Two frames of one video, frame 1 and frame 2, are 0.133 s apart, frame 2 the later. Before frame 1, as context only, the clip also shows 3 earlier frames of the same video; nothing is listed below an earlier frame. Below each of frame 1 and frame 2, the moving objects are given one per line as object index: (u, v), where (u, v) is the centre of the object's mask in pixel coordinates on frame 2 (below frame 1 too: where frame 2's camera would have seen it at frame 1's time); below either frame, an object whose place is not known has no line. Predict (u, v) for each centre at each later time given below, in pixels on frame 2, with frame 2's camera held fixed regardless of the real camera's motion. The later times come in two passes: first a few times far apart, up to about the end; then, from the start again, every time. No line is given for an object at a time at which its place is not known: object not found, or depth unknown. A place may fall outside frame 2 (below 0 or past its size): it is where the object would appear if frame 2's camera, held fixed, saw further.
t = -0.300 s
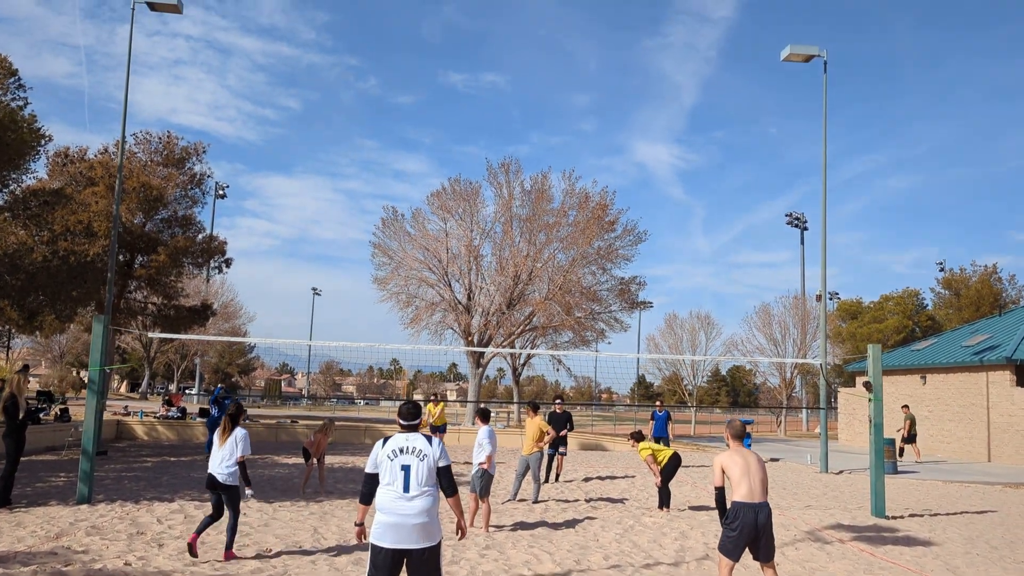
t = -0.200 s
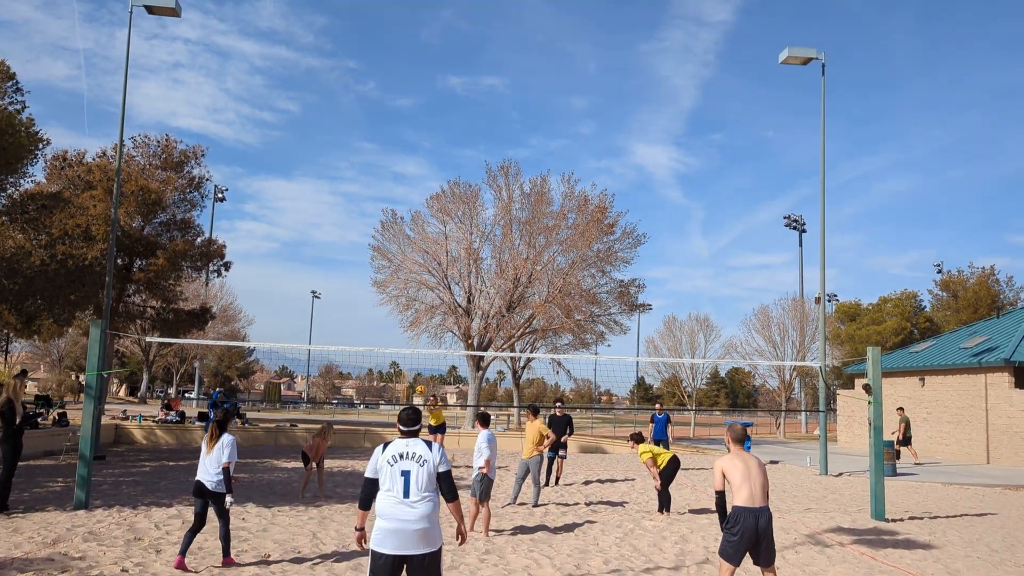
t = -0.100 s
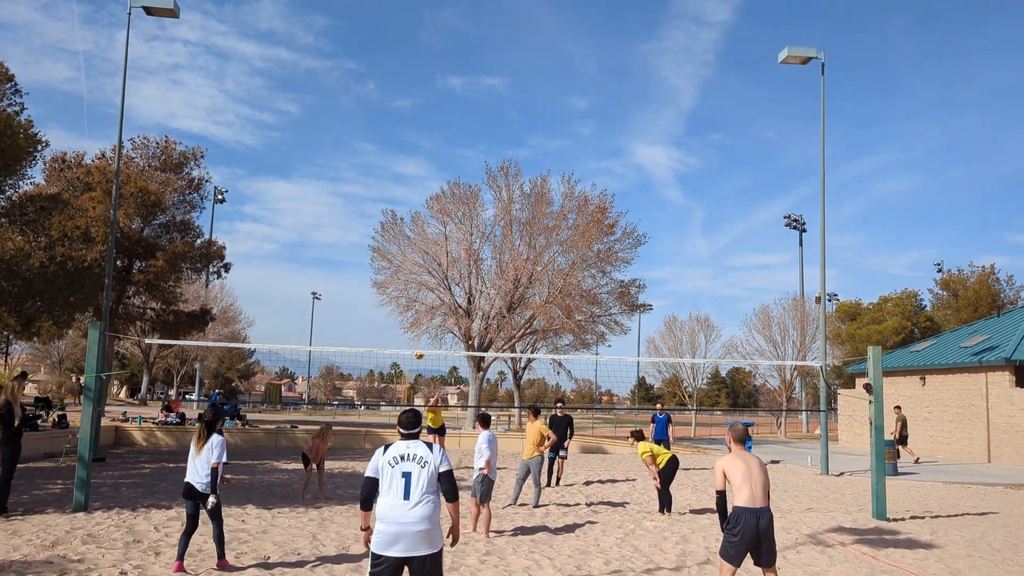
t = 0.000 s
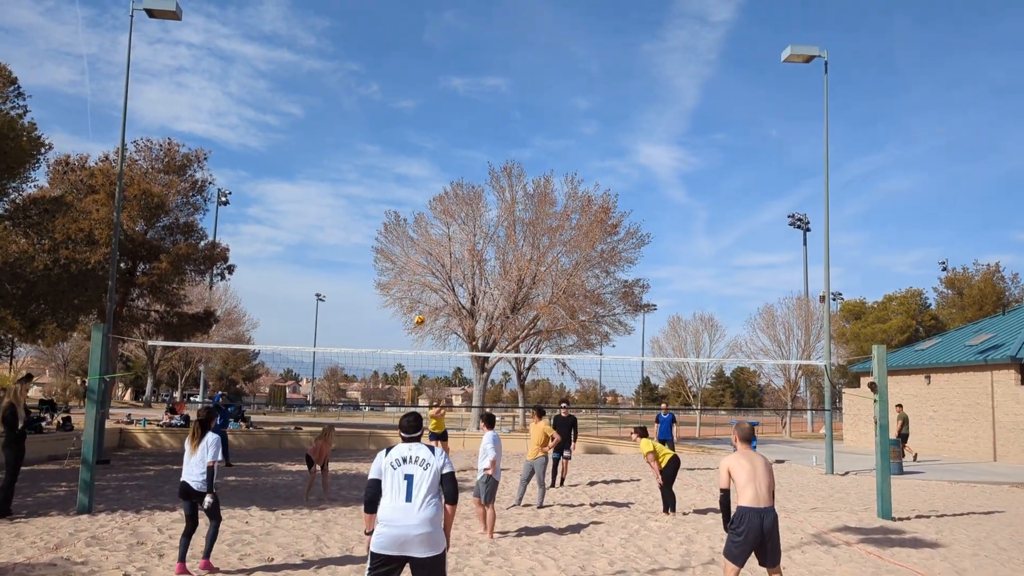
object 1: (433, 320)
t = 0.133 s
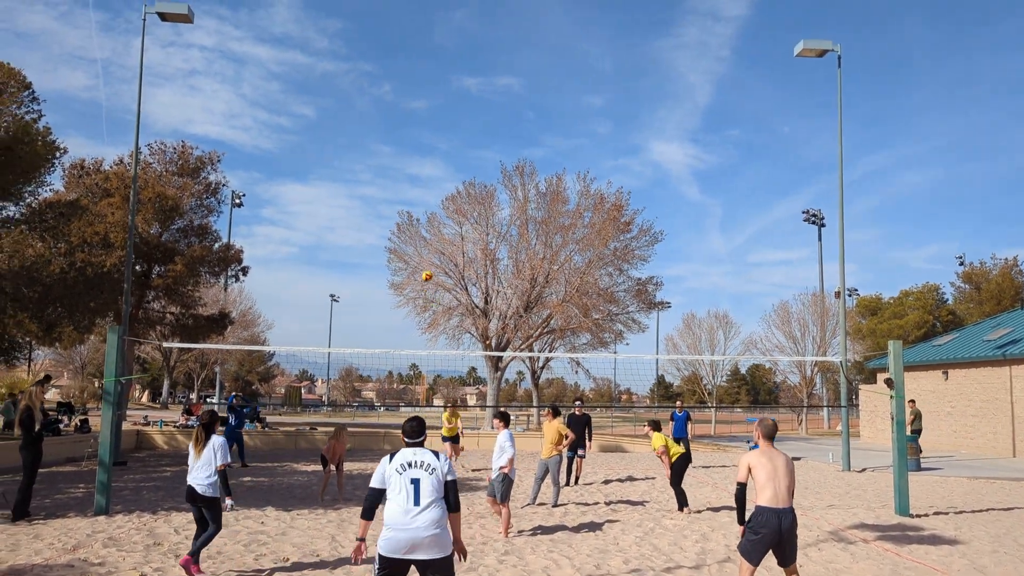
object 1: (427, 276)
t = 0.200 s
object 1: (424, 256)
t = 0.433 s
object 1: (408, 197)
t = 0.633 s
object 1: (392, 167)
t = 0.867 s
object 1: (370, 161)
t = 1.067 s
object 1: (344, 188)
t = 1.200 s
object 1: (318, 230)
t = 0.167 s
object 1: (425, 266)
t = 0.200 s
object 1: (424, 256)
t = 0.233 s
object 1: (422, 246)
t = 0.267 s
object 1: (419, 237)
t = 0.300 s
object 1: (418, 228)
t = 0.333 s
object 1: (415, 219)
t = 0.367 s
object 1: (413, 212)
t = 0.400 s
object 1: (411, 204)
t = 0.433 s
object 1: (408, 197)
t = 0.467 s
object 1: (405, 191)
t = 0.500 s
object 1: (403, 185)
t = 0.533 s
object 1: (400, 179)
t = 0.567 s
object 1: (397, 174)
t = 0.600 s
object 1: (395, 170)
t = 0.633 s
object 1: (392, 167)
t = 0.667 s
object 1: (389, 164)
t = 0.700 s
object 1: (386, 162)
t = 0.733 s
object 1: (383, 160)
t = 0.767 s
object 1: (380, 159)
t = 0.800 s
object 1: (376, 159)
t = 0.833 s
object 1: (373, 160)
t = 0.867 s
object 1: (370, 161)
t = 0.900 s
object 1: (366, 163)
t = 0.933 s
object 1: (362, 166)
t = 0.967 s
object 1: (358, 170)
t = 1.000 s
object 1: (354, 175)
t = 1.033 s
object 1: (349, 181)
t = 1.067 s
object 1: (344, 188)
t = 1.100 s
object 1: (338, 196)
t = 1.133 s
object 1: (332, 206)
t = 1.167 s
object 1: (326, 217)
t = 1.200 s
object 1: (318, 230)
